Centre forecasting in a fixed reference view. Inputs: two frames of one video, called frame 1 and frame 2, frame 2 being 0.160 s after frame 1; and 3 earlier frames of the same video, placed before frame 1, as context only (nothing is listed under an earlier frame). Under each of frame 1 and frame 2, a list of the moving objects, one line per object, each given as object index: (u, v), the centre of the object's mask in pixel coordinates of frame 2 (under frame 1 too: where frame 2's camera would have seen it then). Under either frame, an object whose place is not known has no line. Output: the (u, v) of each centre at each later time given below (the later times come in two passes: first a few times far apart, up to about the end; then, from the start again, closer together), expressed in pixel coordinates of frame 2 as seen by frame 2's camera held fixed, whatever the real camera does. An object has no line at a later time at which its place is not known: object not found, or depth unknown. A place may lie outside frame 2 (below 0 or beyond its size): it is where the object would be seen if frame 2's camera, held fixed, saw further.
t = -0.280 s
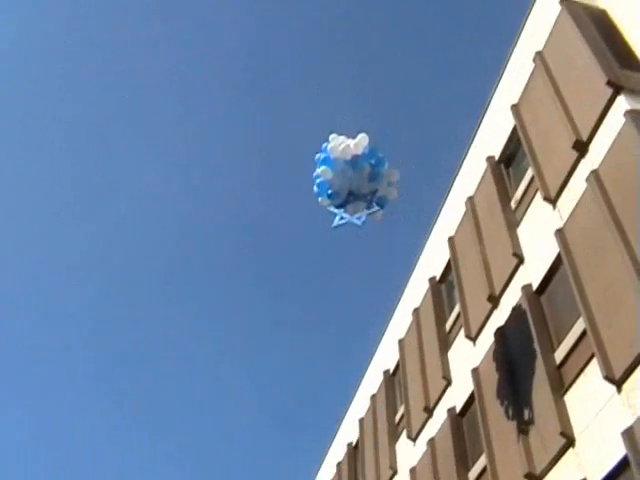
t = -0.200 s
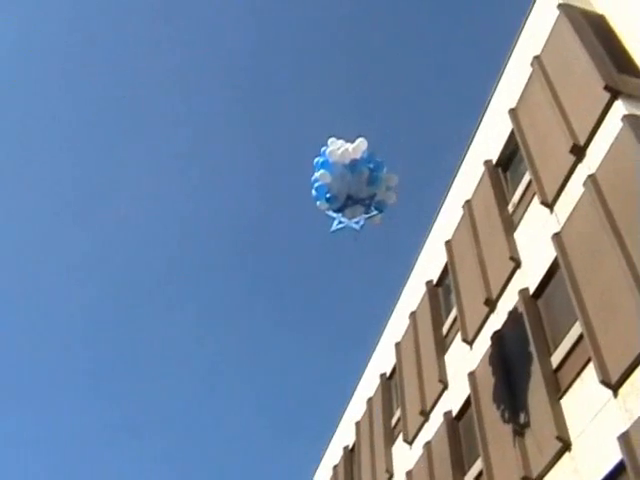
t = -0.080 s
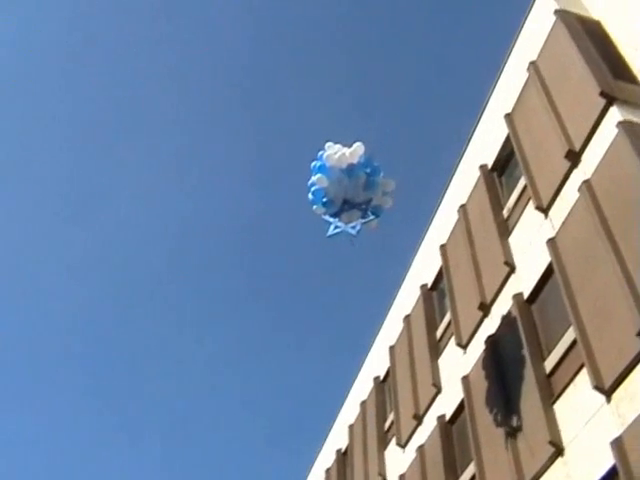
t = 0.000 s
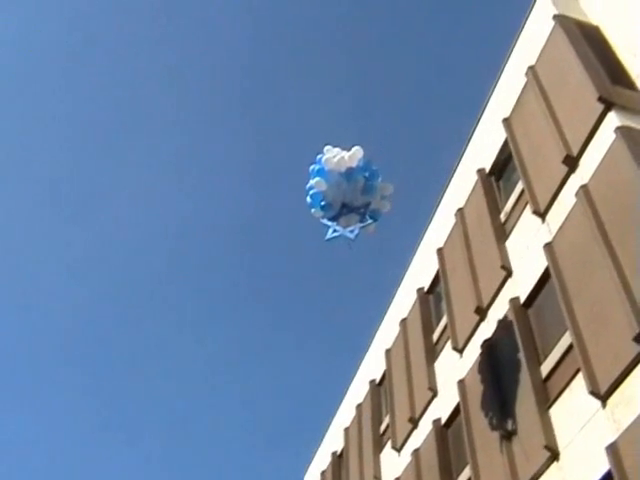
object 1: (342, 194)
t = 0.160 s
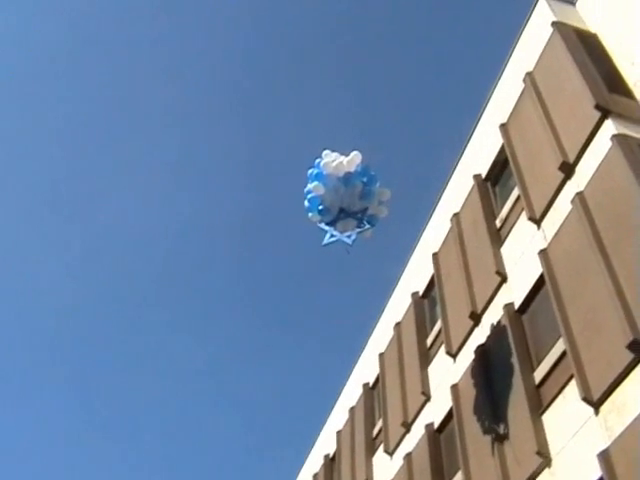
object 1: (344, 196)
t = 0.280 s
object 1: (345, 197)
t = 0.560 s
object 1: (348, 199)
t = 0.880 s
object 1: (351, 200)
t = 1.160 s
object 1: (354, 199)
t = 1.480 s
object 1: (357, 198)
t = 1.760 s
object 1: (358, 198)
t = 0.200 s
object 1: (344, 196)
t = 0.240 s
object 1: (345, 197)
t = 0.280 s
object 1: (345, 197)
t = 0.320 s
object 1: (346, 197)
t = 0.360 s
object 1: (346, 198)
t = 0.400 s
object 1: (346, 198)
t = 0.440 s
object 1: (347, 198)
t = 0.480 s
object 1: (347, 198)
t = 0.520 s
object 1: (348, 199)
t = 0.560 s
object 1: (348, 199)
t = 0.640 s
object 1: (349, 199)
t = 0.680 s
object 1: (349, 199)
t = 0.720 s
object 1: (349, 199)
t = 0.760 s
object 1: (350, 200)
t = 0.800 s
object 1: (350, 200)
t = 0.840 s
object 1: (351, 200)
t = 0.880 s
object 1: (351, 200)
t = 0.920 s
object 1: (351, 200)
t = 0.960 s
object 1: (352, 200)
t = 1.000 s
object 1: (352, 200)
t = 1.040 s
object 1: (353, 200)
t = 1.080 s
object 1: (353, 200)
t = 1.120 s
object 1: (353, 199)
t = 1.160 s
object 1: (354, 199)
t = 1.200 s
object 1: (354, 199)
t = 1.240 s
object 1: (355, 199)
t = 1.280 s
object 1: (355, 199)
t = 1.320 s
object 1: (355, 199)
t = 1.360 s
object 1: (356, 199)
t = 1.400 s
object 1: (356, 199)
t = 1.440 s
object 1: (356, 199)
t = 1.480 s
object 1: (357, 198)
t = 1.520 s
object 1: (357, 198)
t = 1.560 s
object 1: (357, 198)
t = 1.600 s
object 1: (357, 198)
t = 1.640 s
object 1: (358, 198)
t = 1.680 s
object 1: (358, 198)
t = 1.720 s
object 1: (358, 198)
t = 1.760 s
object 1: (358, 198)
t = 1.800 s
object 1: (359, 198)
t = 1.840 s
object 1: (359, 197)
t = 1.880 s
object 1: (359, 197)
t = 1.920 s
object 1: (359, 197)
